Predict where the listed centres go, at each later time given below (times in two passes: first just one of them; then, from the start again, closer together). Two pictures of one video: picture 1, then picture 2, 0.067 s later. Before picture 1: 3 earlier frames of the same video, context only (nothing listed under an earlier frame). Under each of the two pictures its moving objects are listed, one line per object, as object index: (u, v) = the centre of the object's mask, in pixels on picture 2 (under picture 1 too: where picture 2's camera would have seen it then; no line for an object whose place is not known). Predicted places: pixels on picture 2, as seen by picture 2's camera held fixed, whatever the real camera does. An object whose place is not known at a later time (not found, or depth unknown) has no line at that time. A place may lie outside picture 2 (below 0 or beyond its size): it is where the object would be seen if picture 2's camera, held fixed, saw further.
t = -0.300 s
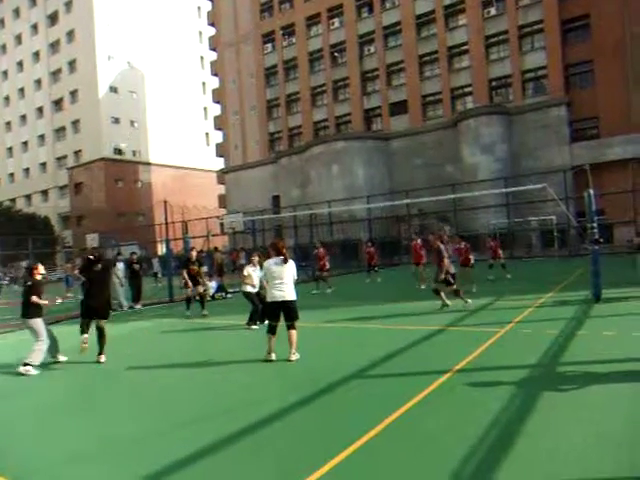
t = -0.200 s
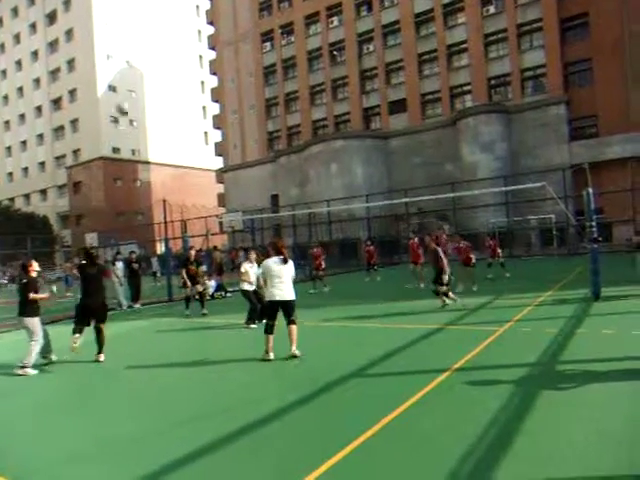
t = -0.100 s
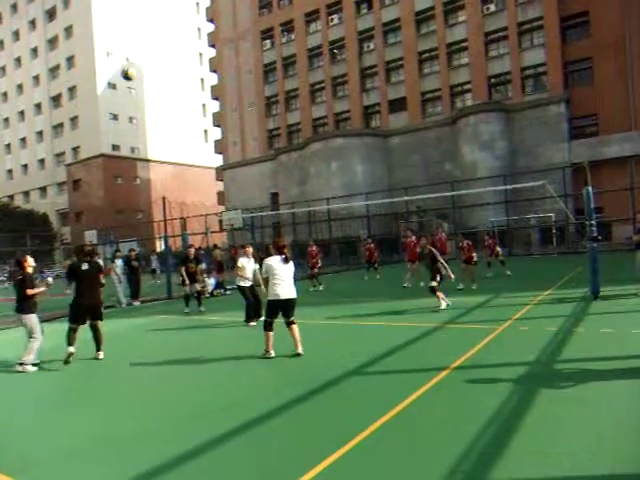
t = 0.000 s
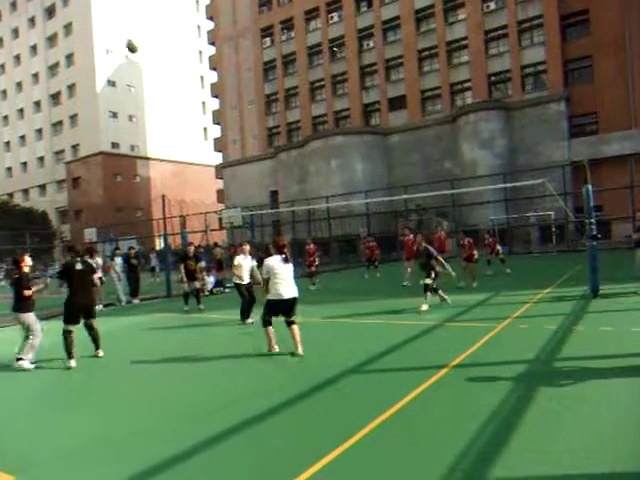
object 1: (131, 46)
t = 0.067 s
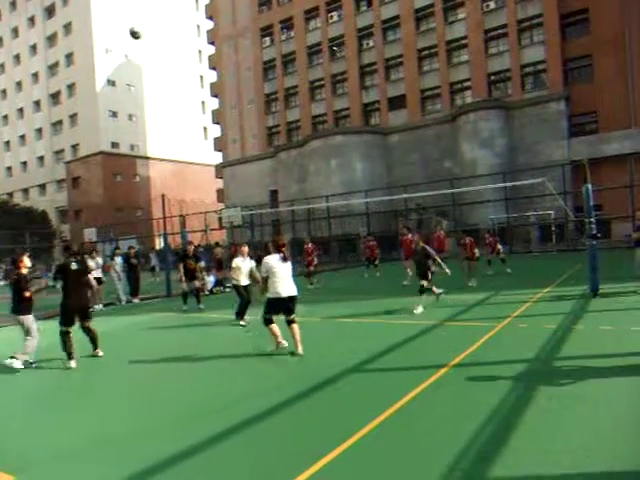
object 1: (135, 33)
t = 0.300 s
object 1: (149, 9)
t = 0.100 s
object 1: (137, 28)
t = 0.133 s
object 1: (139, 23)
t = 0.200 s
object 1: (142, 15)
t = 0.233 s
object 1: (144, 12)
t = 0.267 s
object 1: (147, 10)
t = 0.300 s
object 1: (149, 9)
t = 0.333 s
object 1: (151, 8)
